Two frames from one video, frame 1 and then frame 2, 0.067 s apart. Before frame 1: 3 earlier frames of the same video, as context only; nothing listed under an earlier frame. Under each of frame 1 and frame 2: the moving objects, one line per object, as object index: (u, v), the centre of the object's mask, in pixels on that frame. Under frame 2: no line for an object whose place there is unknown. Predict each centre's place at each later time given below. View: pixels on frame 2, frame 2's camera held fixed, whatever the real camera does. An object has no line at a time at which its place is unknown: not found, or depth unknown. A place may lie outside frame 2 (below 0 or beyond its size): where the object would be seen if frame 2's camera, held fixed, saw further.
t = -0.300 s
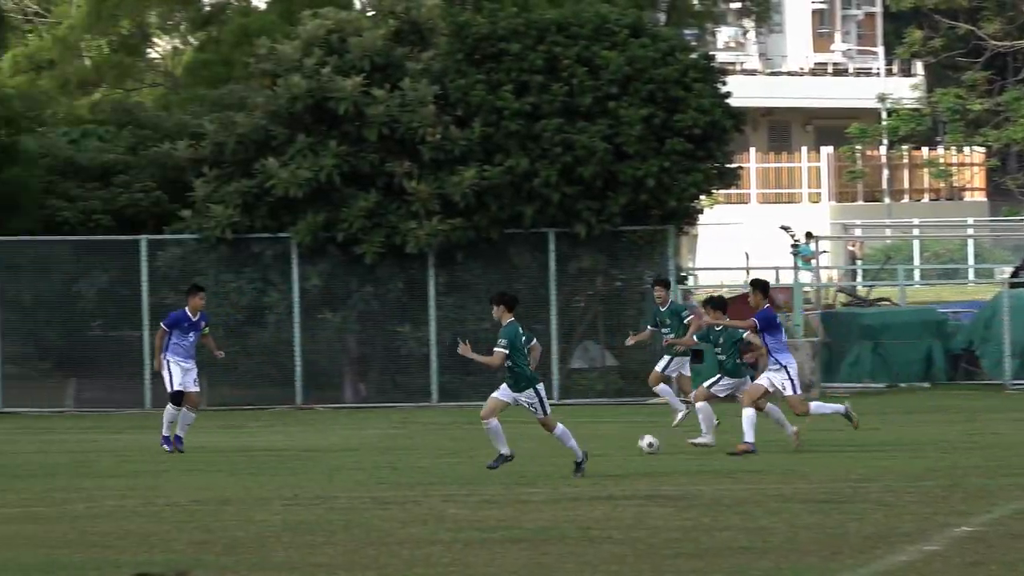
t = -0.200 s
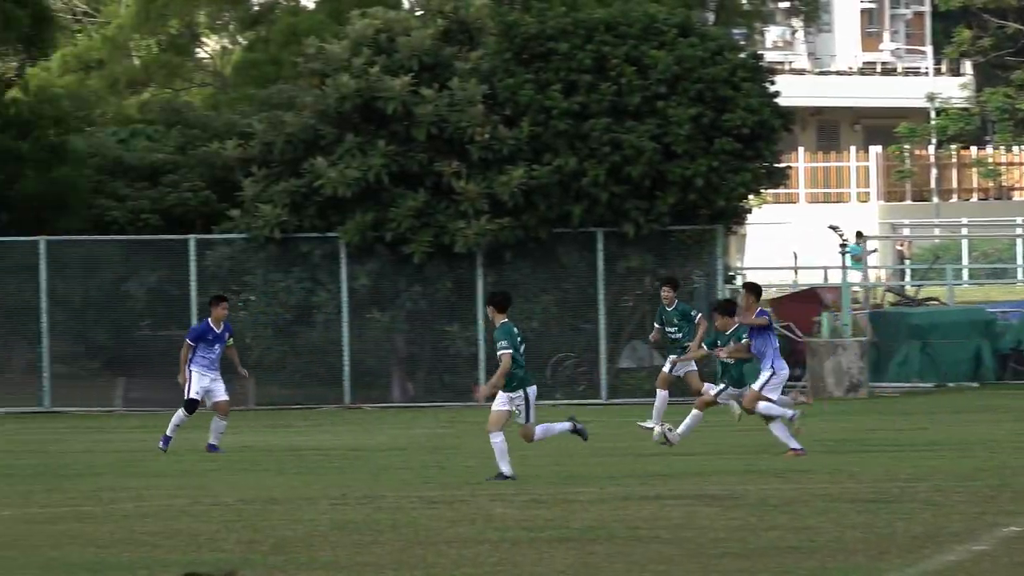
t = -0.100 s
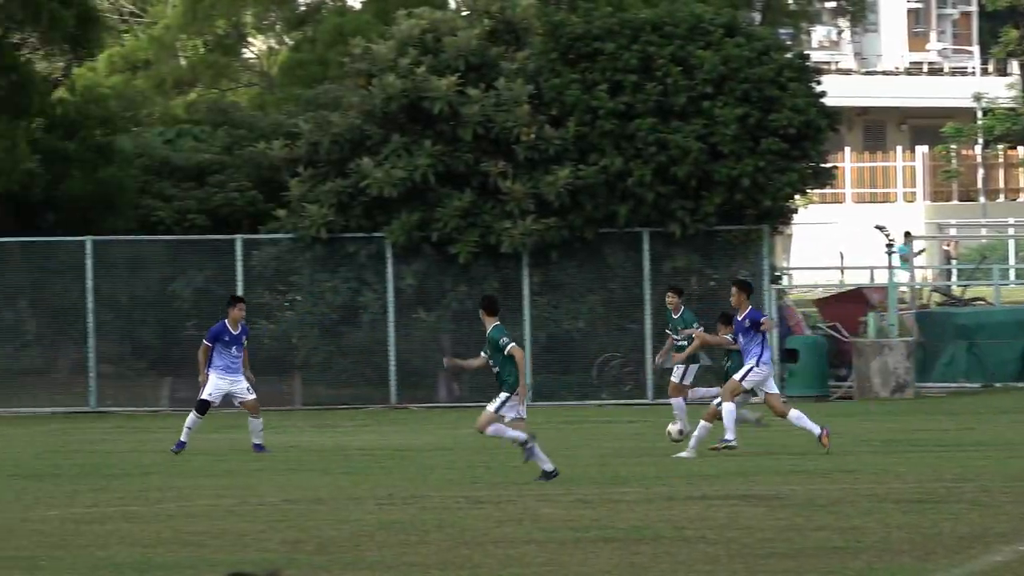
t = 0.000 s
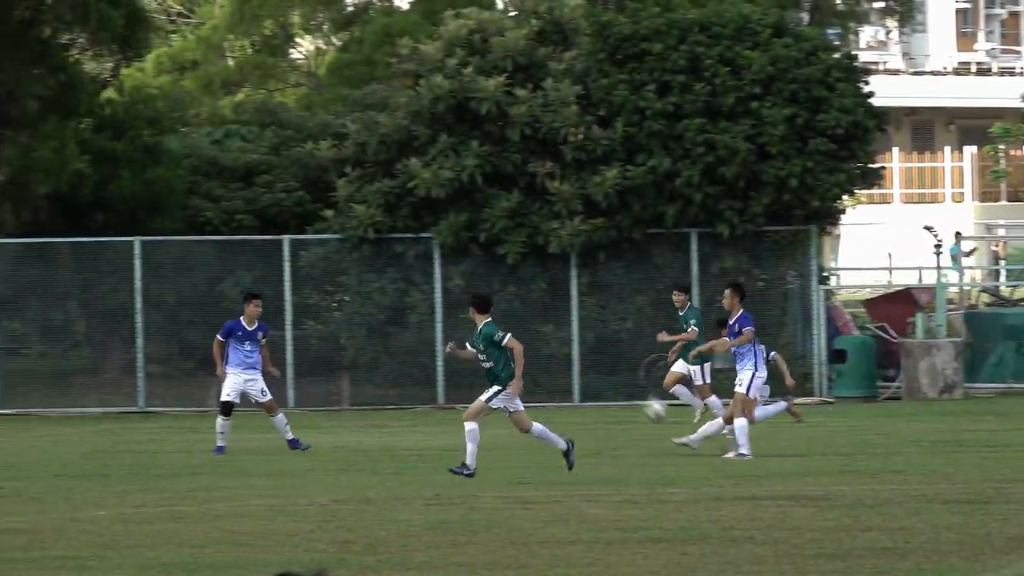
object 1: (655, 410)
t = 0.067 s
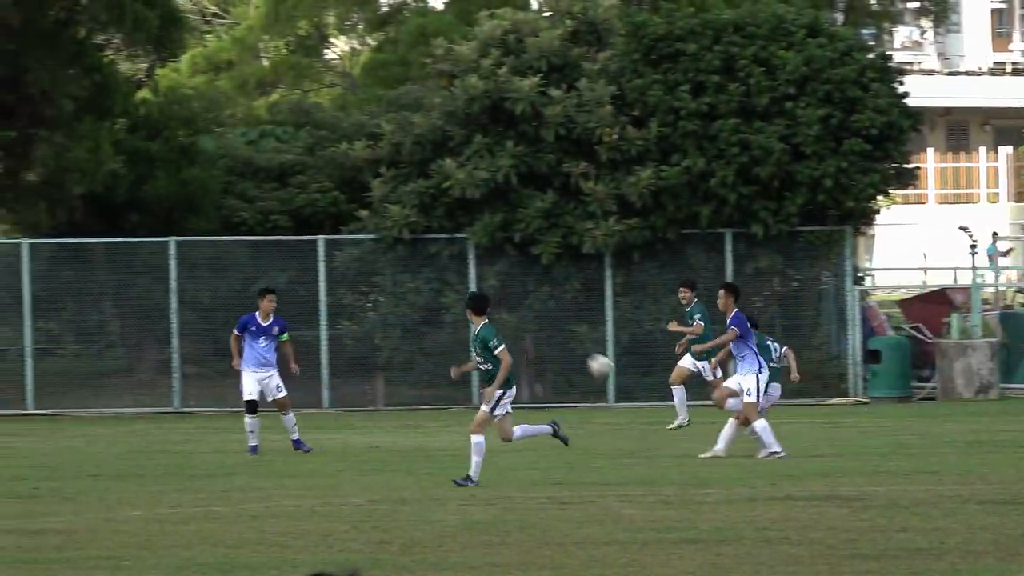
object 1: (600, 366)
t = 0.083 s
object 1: (580, 355)
